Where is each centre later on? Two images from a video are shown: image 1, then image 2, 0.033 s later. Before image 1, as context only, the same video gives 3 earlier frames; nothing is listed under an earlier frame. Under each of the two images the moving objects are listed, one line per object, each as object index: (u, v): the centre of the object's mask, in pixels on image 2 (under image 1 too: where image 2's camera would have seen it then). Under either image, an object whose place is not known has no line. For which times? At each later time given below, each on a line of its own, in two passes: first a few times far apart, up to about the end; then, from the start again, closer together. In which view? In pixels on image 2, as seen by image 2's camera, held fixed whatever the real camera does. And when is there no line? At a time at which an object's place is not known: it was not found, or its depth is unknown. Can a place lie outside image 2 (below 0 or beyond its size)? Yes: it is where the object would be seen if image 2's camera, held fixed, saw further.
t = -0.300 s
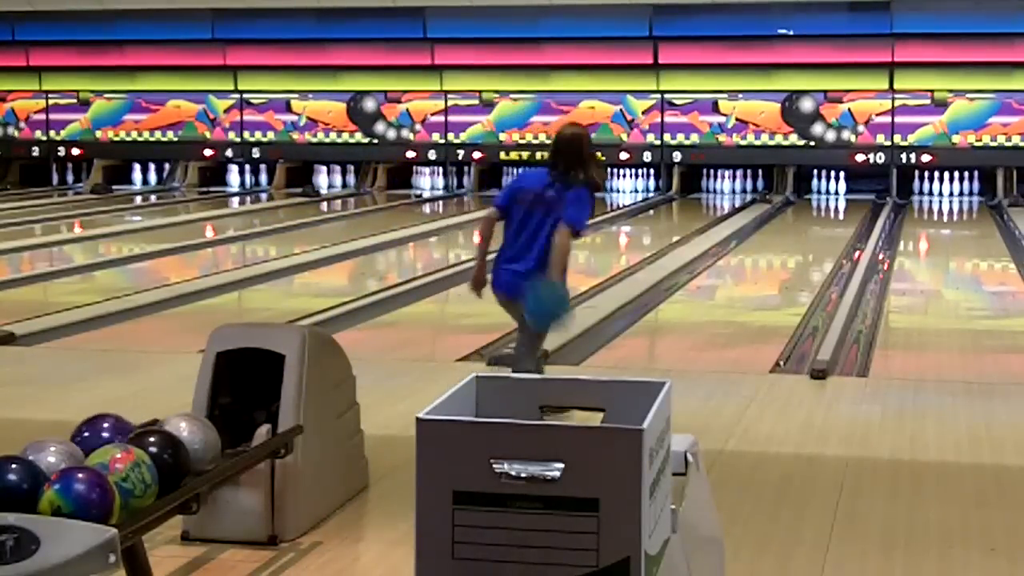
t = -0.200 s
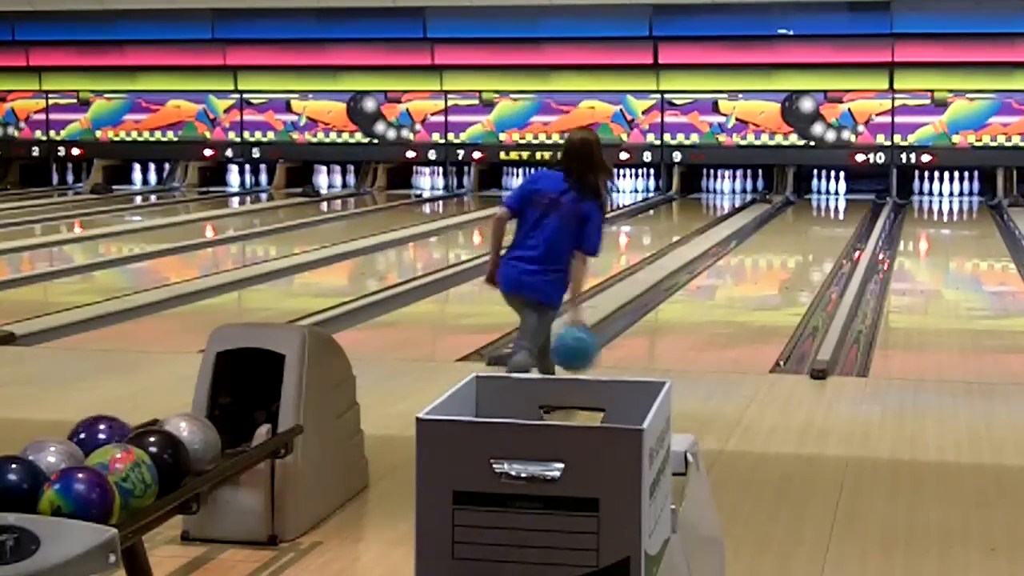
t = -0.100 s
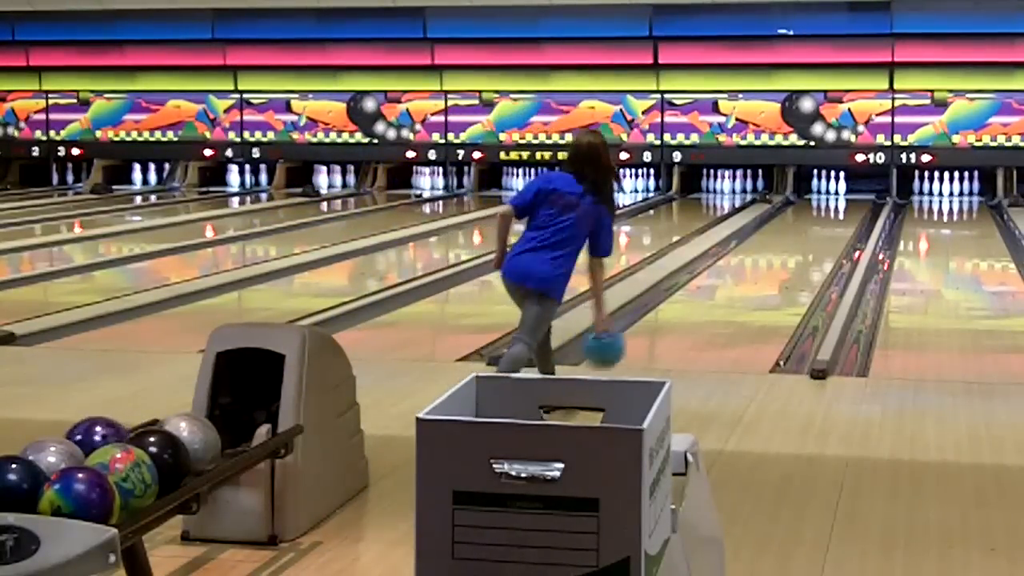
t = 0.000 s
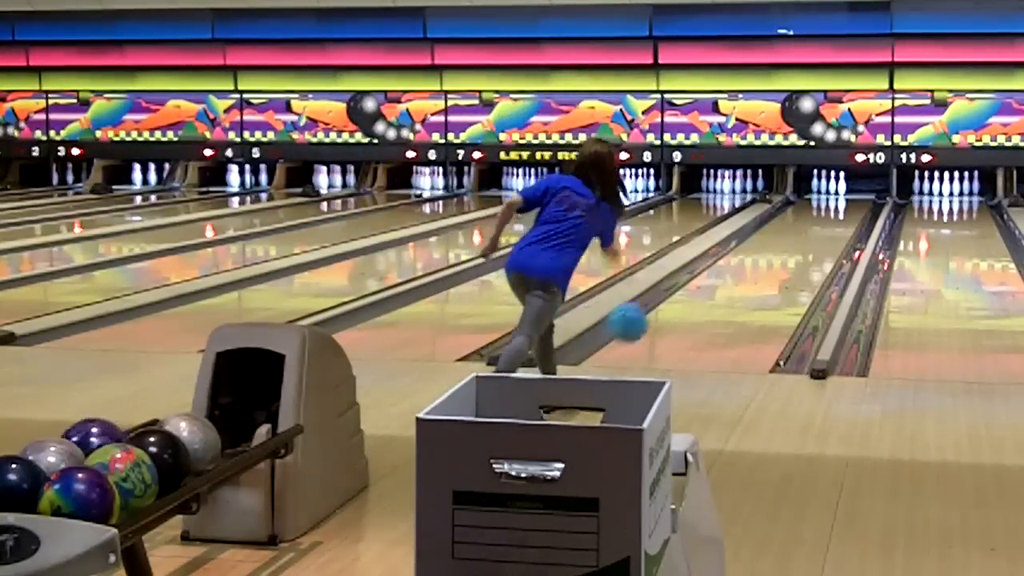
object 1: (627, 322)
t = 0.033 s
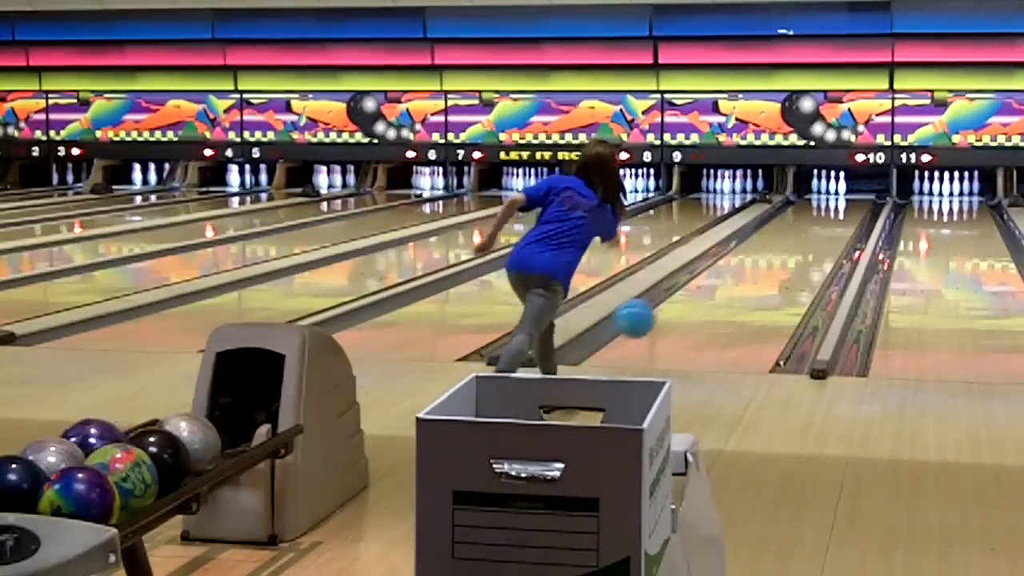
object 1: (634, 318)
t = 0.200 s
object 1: (666, 327)
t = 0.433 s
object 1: (702, 303)
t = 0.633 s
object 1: (726, 283)
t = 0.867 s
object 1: (749, 265)
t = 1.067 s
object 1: (765, 253)
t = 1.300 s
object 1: (780, 240)
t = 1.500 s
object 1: (792, 230)
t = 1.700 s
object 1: (803, 221)
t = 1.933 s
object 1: (810, 216)
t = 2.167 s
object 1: (818, 210)
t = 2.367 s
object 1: (825, 204)
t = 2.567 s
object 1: (833, 200)
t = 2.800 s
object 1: (841, 194)
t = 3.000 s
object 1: (846, 191)
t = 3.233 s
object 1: (864, 188)
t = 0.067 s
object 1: (641, 316)
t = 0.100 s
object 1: (648, 316)
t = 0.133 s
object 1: (655, 318)
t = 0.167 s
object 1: (660, 322)
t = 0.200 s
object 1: (666, 327)
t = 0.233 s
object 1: (672, 328)
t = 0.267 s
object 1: (678, 323)
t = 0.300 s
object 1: (683, 318)
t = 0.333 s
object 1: (688, 316)
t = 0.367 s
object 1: (693, 312)
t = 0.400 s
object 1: (697, 308)
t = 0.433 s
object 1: (702, 303)
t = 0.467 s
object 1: (706, 300)
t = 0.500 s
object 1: (711, 296)
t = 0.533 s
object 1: (714, 294)
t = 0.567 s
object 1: (719, 290)
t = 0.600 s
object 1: (722, 286)
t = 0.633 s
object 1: (726, 283)
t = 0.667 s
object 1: (729, 281)
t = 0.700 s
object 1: (733, 278)
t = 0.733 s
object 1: (737, 275)
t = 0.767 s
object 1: (740, 272)
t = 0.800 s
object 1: (743, 270)
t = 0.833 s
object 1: (746, 268)
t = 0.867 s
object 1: (749, 265)
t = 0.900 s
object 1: (752, 263)
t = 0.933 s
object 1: (755, 261)
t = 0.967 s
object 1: (757, 259)
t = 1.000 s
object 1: (760, 257)
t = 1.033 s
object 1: (762, 255)
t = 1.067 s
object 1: (765, 253)
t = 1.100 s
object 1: (768, 250)
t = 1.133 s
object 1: (770, 248)
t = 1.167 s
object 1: (772, 246)
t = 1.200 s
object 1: (775, 244)
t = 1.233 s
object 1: (776, 243)
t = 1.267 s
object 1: (779, 241)
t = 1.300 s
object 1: (780, 240)
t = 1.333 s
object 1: (783, 238)
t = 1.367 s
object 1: (785, 236)
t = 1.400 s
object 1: (787, 234)
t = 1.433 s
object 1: (788, 233)
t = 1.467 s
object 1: (790, 231)
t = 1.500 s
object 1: (792, 230)
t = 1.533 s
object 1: (794, 229)
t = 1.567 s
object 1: (796, 228)
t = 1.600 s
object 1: (797, 226)
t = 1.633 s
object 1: (799, 225)
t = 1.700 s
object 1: (803, 221)
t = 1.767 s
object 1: (805, 221)
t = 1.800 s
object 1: (803, 220)
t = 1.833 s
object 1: (807, 218)
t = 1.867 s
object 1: (810, 218)
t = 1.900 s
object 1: (810, 216)
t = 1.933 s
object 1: (810, 216)
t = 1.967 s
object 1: (810, 215)
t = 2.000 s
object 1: (813, 214)
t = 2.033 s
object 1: (815, 213)
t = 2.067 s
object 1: (815, 213)
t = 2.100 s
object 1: (818, 211)
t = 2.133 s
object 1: (818, 210)
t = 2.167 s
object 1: (818, 210)
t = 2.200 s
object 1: (820, 209)
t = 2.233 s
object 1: (821, 208)
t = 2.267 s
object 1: (823, 207)
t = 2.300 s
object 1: (823, 206)
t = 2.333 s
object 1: (823, 205)
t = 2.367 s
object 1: (825, 204)
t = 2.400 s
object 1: (826, 204)
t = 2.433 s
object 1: (828, 204)
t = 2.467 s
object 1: (829, 203)
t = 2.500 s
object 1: (831, 202)
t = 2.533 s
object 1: (831, 201)
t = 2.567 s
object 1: (833, 200)
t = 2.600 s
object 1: (834, 199)
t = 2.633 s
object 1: (835, 198)
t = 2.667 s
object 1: (837, 197)
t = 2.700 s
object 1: (838, 197)
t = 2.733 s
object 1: (840, 196)
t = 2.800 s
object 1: (841, 194)
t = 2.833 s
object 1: (842, 194)
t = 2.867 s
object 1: (843, 194)
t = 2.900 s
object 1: (845, 193)
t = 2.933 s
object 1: (845, 192)
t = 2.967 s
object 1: (846, 191)
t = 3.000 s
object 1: (846, 191)
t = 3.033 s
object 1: (850, 190)
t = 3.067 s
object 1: (853, 189)
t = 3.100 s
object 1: (855, 190)
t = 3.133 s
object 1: (857, 189)
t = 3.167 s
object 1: (860, 189)
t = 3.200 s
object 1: (862, 188)
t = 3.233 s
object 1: (864, 188)
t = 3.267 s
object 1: (866, 188)
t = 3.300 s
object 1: (868, 188)
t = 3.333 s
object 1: (870, 188)
